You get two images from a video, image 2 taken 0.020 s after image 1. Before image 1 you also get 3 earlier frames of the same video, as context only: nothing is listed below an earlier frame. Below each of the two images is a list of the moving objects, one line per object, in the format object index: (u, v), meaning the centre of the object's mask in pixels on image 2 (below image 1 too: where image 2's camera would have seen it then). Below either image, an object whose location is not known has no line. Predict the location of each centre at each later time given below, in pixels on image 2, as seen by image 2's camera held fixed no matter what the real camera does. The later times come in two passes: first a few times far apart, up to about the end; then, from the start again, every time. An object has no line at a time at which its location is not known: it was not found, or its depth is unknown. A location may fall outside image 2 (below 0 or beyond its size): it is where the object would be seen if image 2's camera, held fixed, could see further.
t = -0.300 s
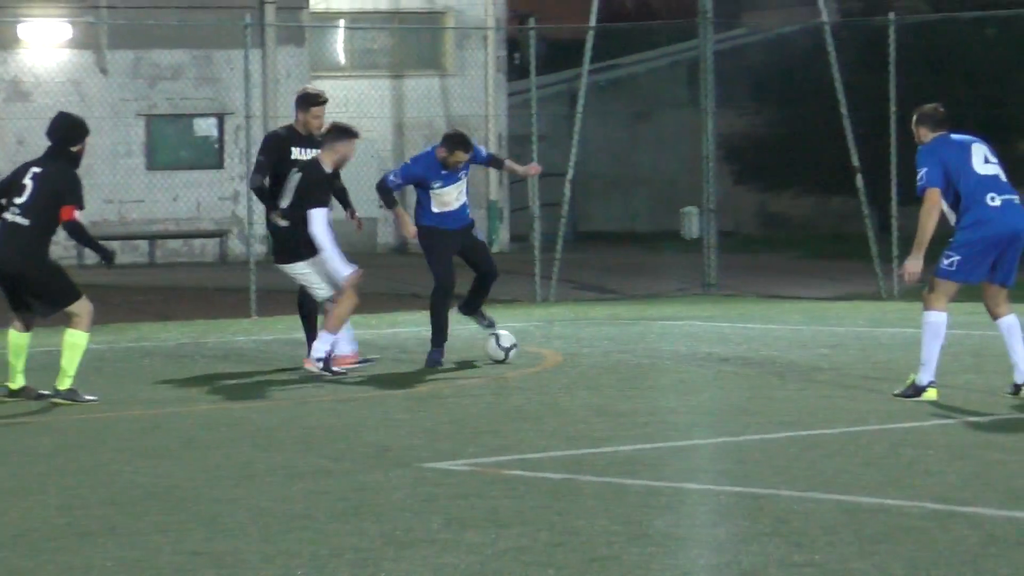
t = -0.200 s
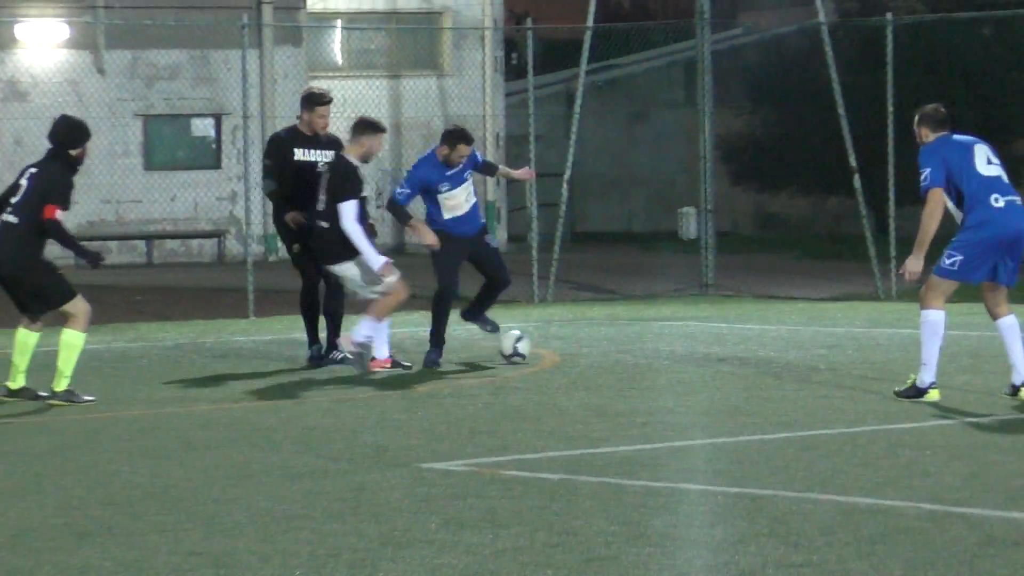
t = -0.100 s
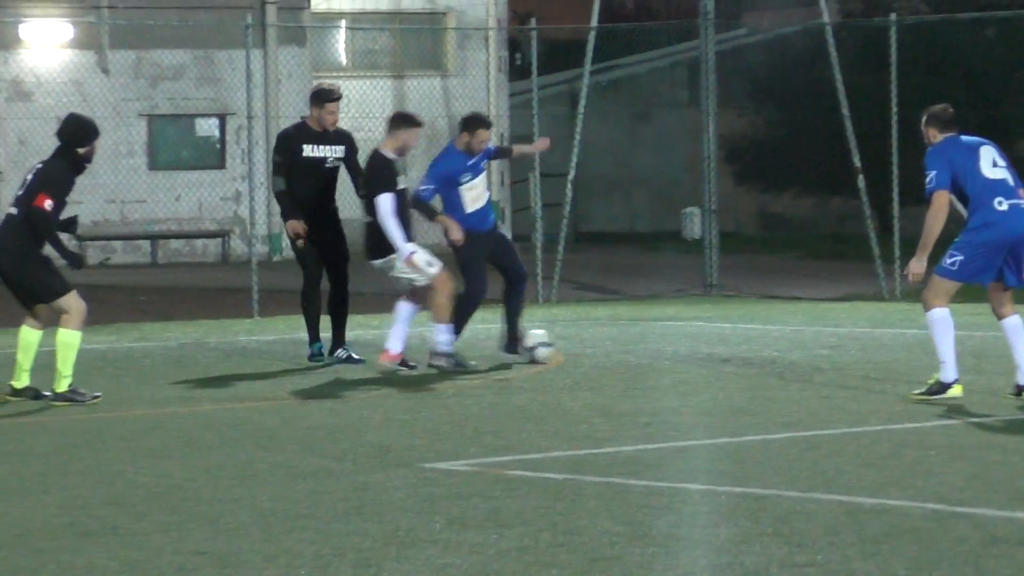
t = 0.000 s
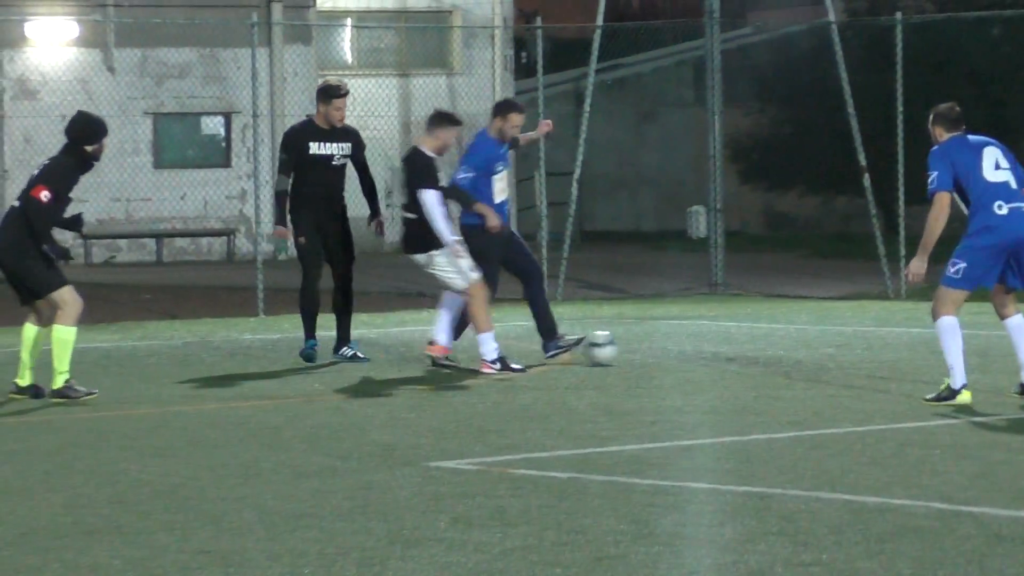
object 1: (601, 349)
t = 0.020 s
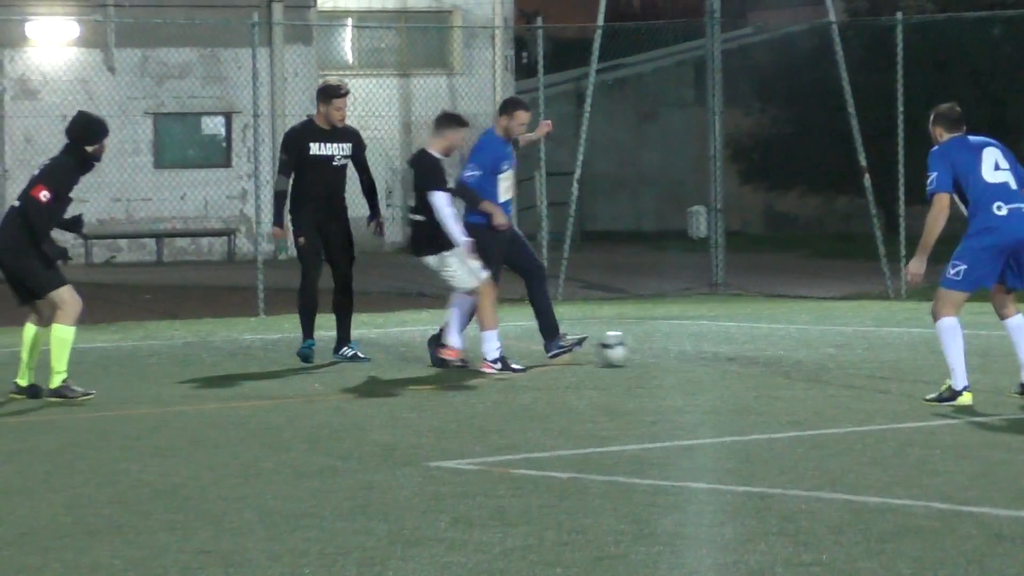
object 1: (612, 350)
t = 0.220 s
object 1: (729, 357)
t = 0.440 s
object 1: (842, 360)
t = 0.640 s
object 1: (933, 365)
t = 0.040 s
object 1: (626, 351)
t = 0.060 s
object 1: (638, 351)
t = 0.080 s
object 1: (649, 352)
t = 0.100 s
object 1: (662, 352)
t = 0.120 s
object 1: (672, 353)
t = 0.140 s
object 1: (685, 353)
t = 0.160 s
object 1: (695, 354)
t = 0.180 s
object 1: (705, 354)
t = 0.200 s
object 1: (719, 356)
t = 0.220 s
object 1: (729, 357)
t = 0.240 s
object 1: (741, 357)
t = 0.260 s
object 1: (753, 358)
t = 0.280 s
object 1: (762, 357)
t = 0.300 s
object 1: (774, 358)
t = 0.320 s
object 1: (783, 358)
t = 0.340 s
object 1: (793, 359)
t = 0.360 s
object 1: (805, 360)
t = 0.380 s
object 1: (814, 360)
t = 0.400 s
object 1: (823, 361)
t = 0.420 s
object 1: (832, 361)
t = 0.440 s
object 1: (842, 360)
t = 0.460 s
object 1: (851, 361)
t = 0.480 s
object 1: (860, 362)
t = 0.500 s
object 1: (869, 361)
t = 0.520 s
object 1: (879, 362)
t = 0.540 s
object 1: (889, 361)
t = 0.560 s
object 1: (898, 362)
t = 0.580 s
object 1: (907, 364)
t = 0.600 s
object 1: (915, 364)
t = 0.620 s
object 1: (924, 364)
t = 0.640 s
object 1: (933, 365)
